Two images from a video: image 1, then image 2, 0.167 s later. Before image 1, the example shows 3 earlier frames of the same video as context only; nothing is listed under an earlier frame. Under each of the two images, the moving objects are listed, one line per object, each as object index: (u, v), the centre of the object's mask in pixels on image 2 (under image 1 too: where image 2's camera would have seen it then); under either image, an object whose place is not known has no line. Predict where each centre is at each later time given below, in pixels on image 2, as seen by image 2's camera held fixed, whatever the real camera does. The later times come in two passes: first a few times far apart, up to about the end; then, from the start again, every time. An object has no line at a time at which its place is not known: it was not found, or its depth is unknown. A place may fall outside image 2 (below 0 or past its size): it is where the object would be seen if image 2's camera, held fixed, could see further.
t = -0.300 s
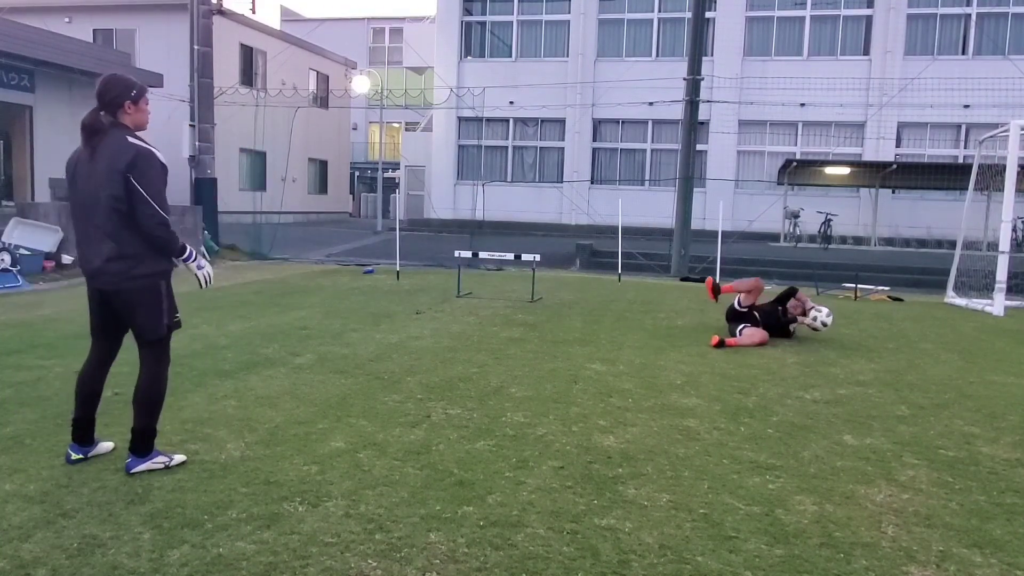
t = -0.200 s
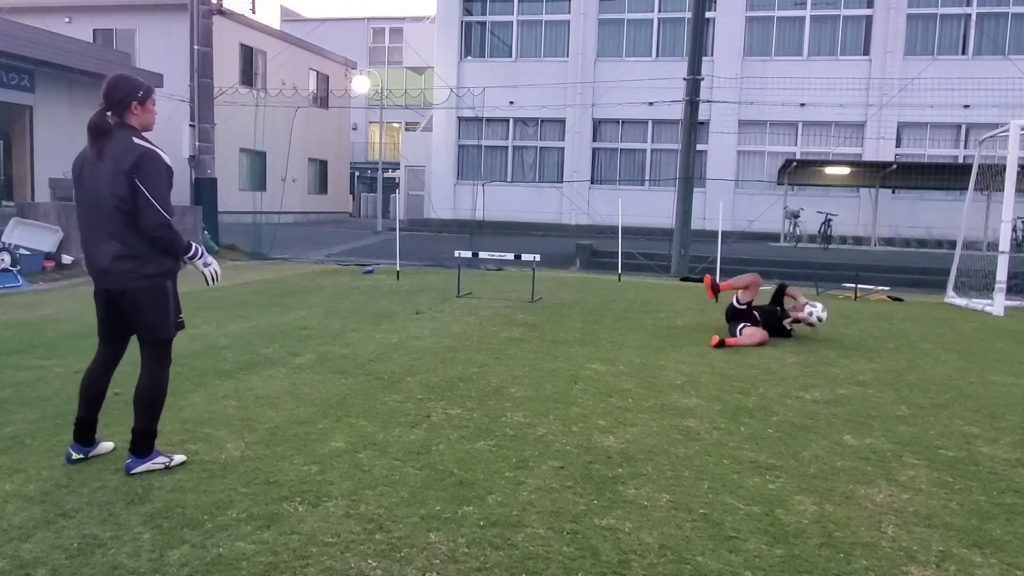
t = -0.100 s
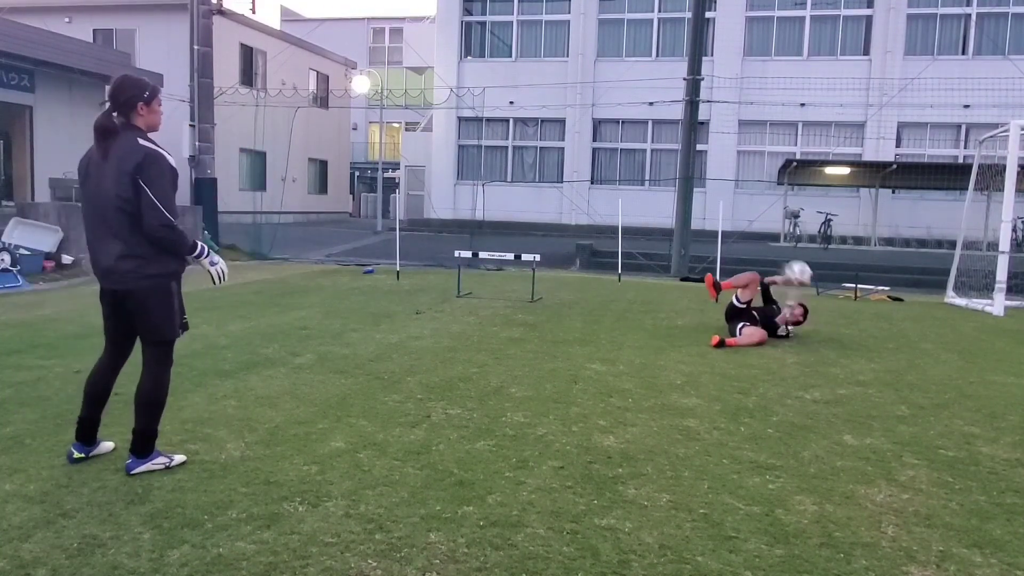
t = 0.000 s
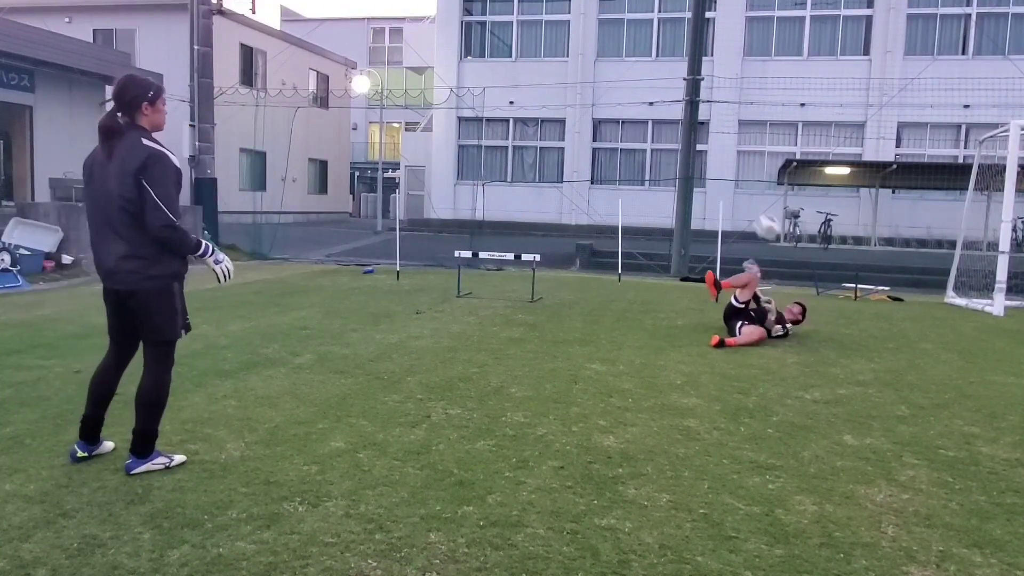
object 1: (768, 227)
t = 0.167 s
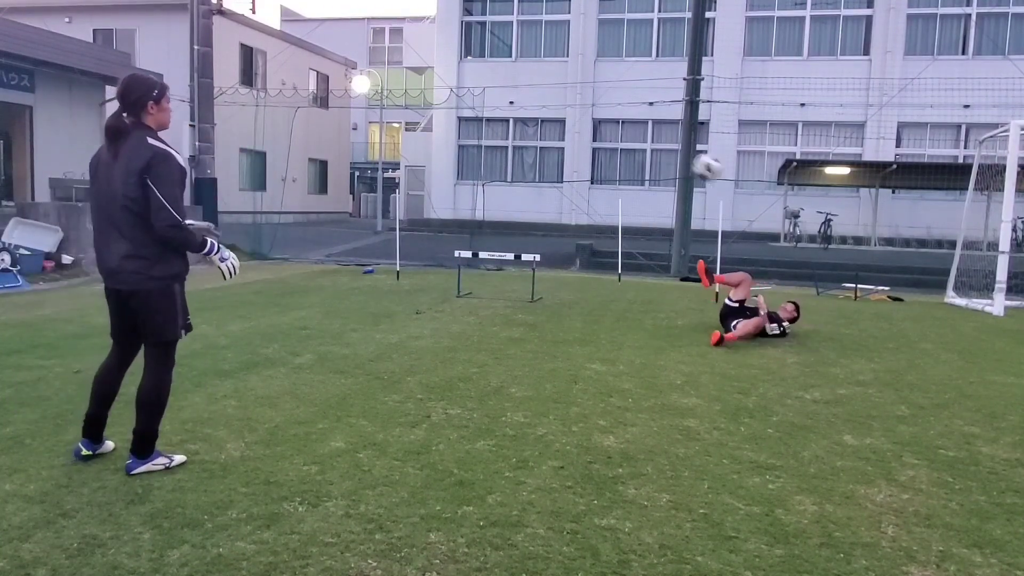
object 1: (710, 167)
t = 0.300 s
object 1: (654, 137)
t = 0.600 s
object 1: (496, 146)
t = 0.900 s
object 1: (287, 316)
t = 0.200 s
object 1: (695, 158)
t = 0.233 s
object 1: (680, 149)
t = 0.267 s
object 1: (667, 142)
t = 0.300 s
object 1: (654, 137)
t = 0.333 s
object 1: (636, 132)
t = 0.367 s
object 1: (621, 129)
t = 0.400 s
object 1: (605, 126)
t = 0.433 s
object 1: (588, 126)
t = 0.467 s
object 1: (570, 127)
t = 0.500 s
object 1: (552, 130)
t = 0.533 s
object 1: (534, 133)
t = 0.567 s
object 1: (515, 138)
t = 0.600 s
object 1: (496, 146)
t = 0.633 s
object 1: (477, 156)
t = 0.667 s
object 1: (455, 169)
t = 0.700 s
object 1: (432, 183)
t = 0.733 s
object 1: (409, 200)
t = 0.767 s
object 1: (386, 218)
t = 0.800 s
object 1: (364, 238)
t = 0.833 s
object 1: (339, 262)
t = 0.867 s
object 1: (314, 287)
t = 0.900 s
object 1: (287, 316)
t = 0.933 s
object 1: (260, 348)
